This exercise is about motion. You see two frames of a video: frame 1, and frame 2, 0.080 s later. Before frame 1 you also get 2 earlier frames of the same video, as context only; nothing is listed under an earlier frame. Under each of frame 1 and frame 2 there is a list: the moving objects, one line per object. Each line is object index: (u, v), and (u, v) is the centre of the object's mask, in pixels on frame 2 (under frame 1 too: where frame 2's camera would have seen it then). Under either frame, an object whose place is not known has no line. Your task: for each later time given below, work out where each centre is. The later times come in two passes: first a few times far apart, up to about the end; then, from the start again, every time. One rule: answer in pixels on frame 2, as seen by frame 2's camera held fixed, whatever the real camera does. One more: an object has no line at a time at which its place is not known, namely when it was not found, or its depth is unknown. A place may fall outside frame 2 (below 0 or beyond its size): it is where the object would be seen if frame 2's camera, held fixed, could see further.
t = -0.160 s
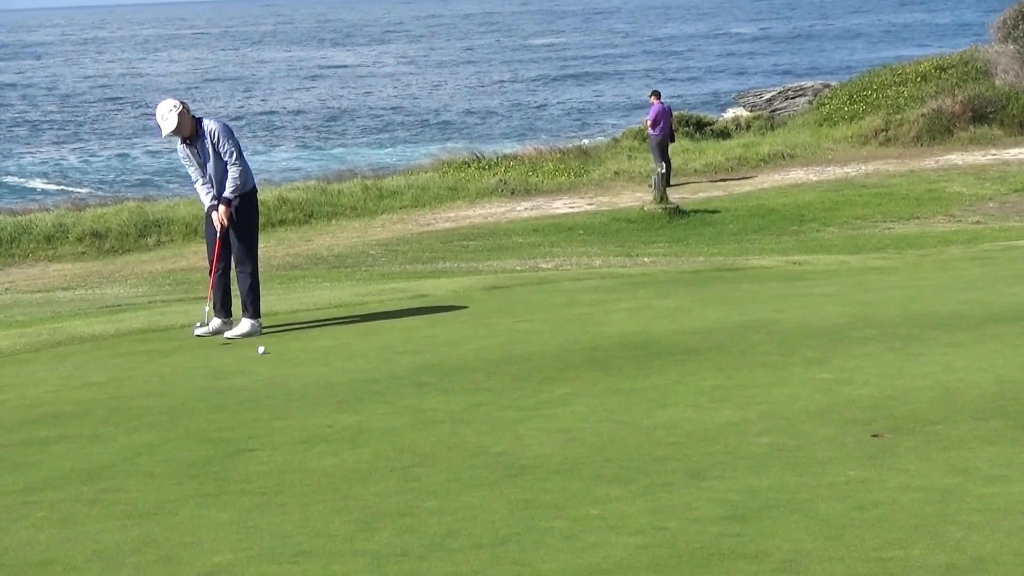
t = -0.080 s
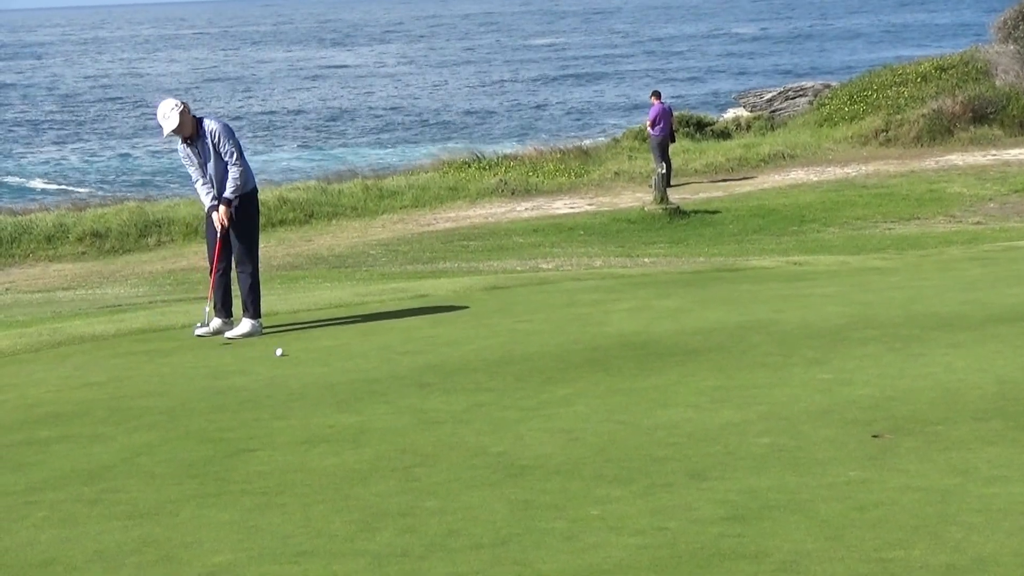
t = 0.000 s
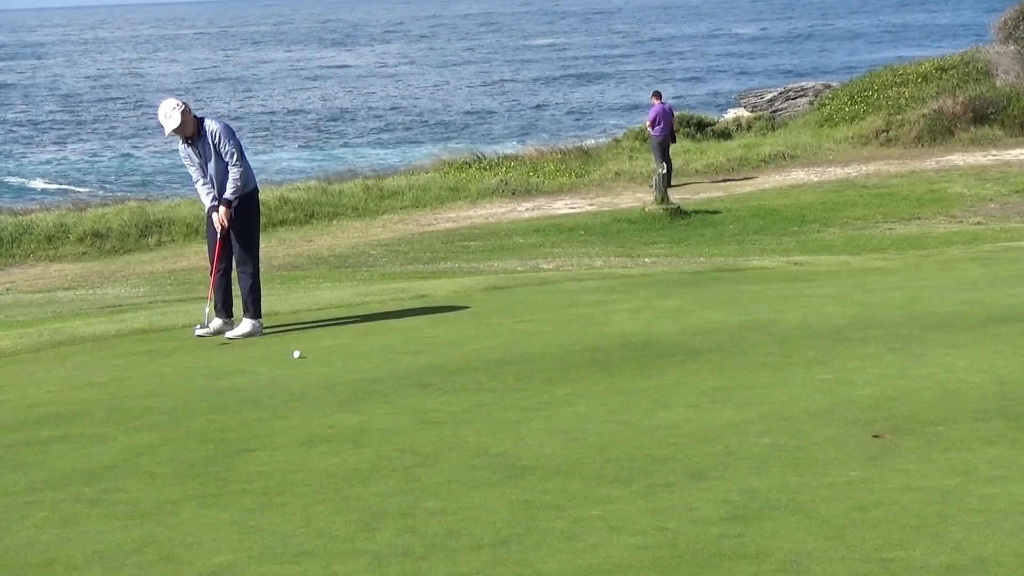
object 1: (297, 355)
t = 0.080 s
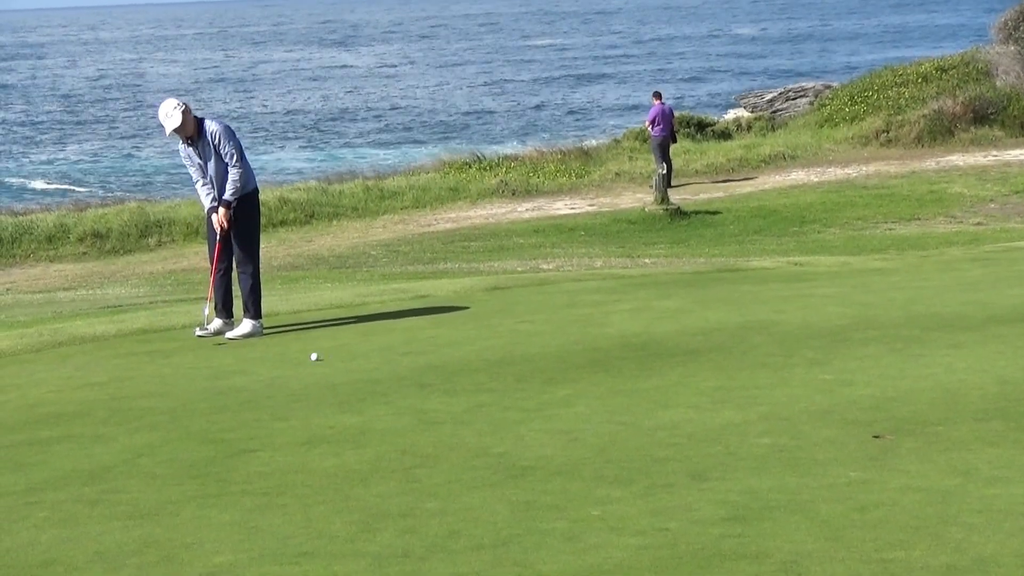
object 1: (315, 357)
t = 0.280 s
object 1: (356, 362)
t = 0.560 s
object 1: (412, 369)
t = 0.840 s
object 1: (466, 376)
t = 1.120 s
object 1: (517, 383)
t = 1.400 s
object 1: (566, 389)
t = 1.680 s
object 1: (613, 395)
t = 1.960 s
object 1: (658, 400)
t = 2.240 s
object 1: (699, 404)
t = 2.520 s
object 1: (737, 407)
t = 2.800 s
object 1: (768, 410)
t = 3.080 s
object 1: (796, 412)
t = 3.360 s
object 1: (817, 412)
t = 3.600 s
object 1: (830, 413)
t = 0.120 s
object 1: (323, 358)
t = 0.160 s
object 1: (331, 359)
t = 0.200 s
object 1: (339, 360)
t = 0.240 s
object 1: (348, 361)
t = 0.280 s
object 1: (356, 362)
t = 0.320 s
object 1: (364, 363)
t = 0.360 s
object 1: (373, 364)
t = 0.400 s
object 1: (381, 365)
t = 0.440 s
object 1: (388, 366)
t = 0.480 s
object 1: (397, 367)
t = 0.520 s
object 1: (404, 368)
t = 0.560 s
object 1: (412, 369)
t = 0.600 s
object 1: (420, 370)
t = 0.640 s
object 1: (428, 371)
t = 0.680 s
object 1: (435, 372)
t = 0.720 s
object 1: (443, 373)
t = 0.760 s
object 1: (451, 374)
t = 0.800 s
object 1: (458, 375)
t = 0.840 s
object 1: (466, 376)
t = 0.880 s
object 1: (473, 377)
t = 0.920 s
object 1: (481, 378)
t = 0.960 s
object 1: (488, 379)
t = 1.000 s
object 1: (496, 380)
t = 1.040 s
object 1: (503, 381)
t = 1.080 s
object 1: (510, 382)
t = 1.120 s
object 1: (517, 383)
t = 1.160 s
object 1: (524, 384)
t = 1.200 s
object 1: (531, 385)
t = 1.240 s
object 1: (538, 386)
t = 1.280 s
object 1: (545, 387)
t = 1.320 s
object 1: (552, 388)
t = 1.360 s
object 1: (559, 389)
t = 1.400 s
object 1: (566, 389)
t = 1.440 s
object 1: (573, 390)
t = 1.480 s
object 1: (579, 391)
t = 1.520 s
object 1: (586, 392)
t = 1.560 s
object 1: (593, 393)
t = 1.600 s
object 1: (600, 394)
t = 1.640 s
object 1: (606, 394)
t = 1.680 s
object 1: (613, 395)
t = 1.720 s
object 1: (620, 396)
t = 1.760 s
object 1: (626, 396)
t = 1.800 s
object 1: (633, 397)
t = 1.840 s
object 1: (639, 398)
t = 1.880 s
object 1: (646, 398)
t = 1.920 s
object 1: (652, 399)
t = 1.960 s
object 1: (658, 400)
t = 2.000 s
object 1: (664, 401)
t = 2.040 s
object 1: (670, 401)
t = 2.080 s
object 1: (676, 402)
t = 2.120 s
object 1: (682, 402)
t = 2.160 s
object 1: (688, 403)
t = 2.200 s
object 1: (694, 404)
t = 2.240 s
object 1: (699, 404)
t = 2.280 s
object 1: (705, 405)
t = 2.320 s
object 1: (710, 405)
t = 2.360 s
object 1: (716, 406)
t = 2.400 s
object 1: (721, 406)
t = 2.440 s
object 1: (726, 407)
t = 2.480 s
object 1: (731, 407)
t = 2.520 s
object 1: (737, 407)
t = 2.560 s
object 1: (741, 408)
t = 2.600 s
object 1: (746, 408)
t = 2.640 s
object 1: (750, 408)
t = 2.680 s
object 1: (755, 409)
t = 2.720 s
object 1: (760, 409)
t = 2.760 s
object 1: (764, 410)
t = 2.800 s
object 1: (768, 410)
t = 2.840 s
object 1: (773, 410)
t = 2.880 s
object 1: (777, 410)
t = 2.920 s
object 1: (781, 411)
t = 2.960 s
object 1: (785, 411)
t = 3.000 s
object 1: (789, 411)
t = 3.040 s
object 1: (792, 411)
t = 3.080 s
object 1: (796, 412)
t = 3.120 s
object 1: (799, 412)
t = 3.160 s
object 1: (802, 412)
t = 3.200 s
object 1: (805, 412)
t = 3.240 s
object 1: (809, 412)
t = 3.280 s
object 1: (811, 412)
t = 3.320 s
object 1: (814, 412)
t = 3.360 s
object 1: (817, 412)
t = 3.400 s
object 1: (819, 413)
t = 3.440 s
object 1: (822, 413)
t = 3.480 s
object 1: (824, 413)
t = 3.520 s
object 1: (826, 413)
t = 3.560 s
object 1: (828, 413)
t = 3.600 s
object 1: (830, 413)
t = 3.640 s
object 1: (832, 413)
